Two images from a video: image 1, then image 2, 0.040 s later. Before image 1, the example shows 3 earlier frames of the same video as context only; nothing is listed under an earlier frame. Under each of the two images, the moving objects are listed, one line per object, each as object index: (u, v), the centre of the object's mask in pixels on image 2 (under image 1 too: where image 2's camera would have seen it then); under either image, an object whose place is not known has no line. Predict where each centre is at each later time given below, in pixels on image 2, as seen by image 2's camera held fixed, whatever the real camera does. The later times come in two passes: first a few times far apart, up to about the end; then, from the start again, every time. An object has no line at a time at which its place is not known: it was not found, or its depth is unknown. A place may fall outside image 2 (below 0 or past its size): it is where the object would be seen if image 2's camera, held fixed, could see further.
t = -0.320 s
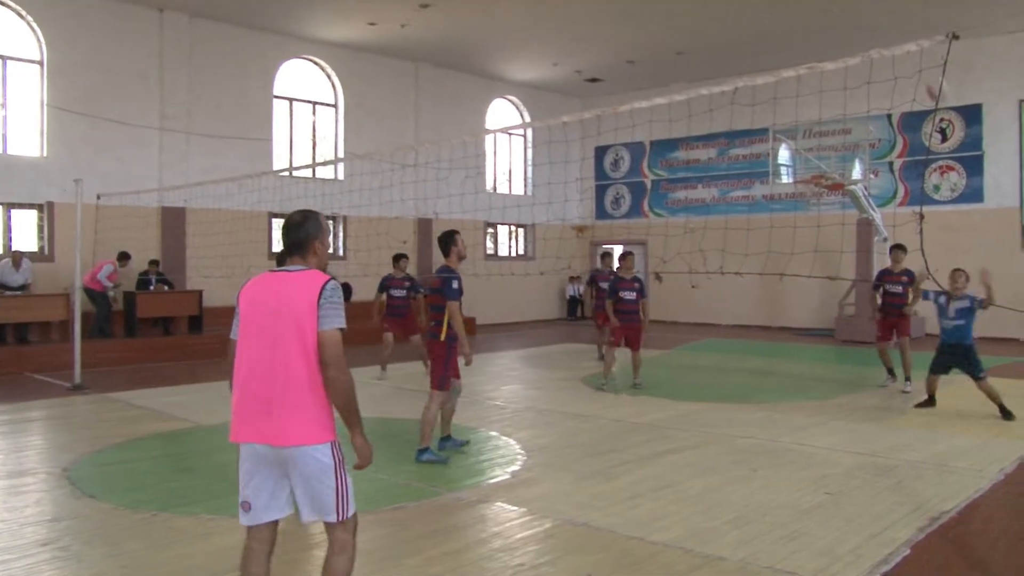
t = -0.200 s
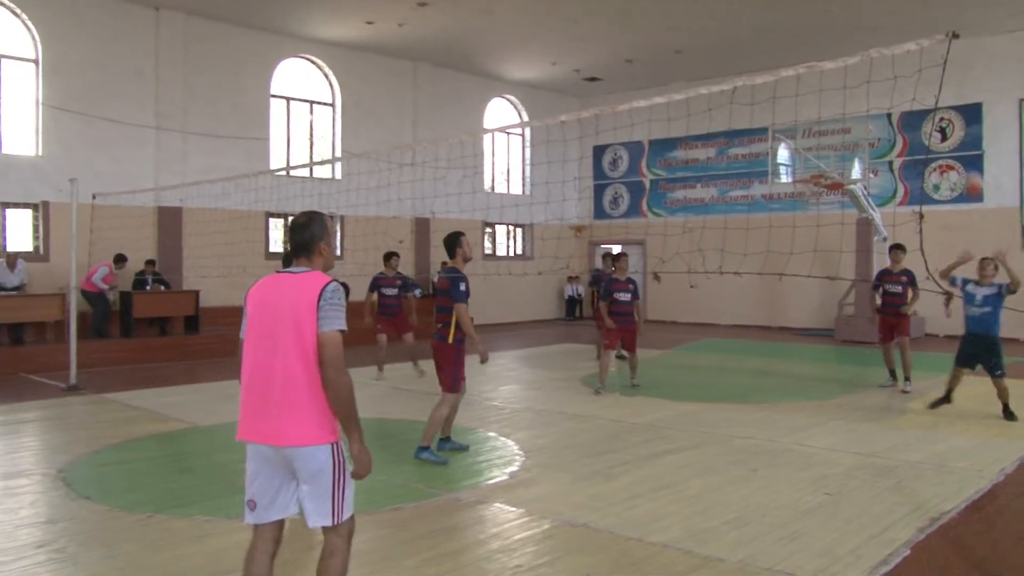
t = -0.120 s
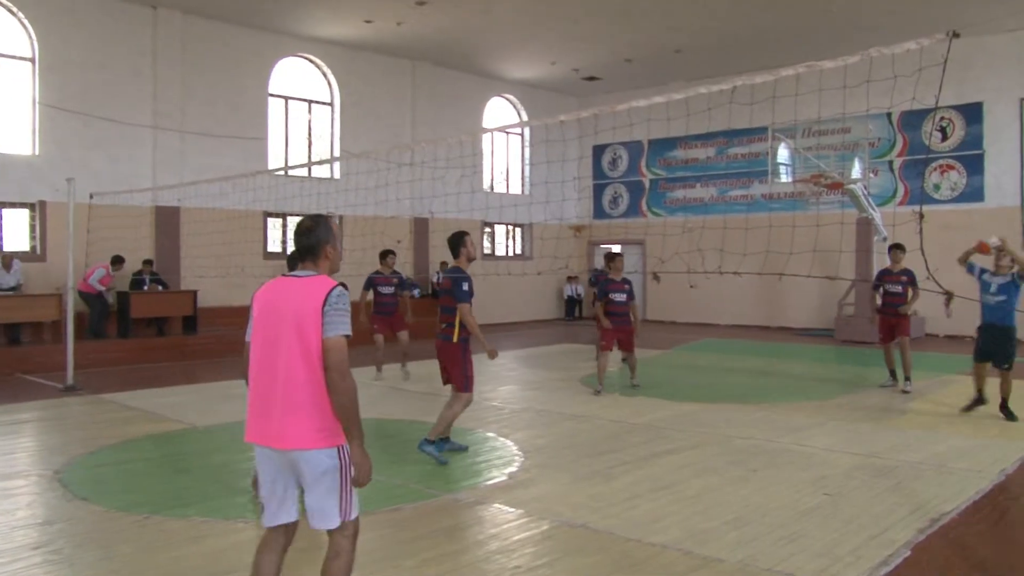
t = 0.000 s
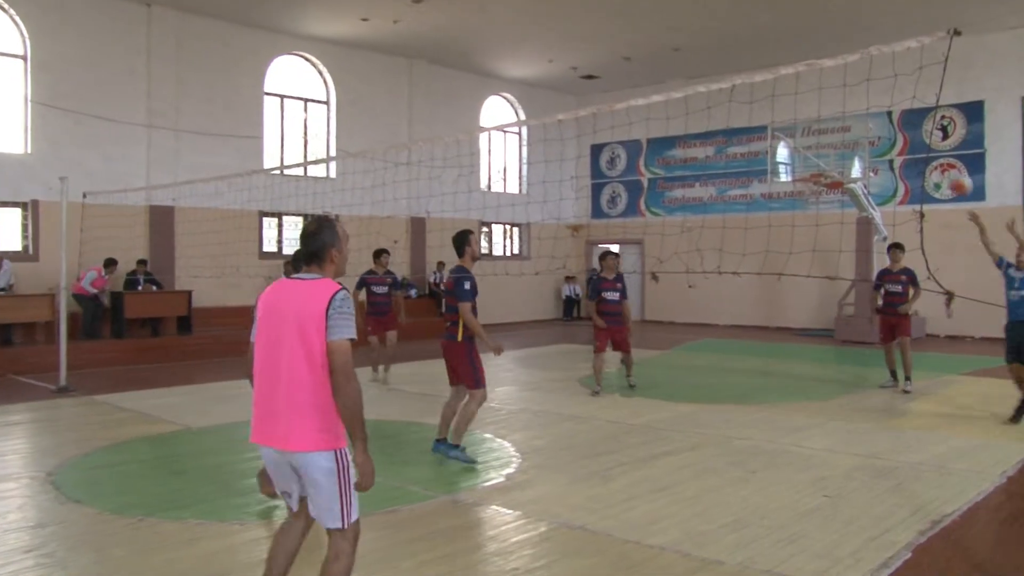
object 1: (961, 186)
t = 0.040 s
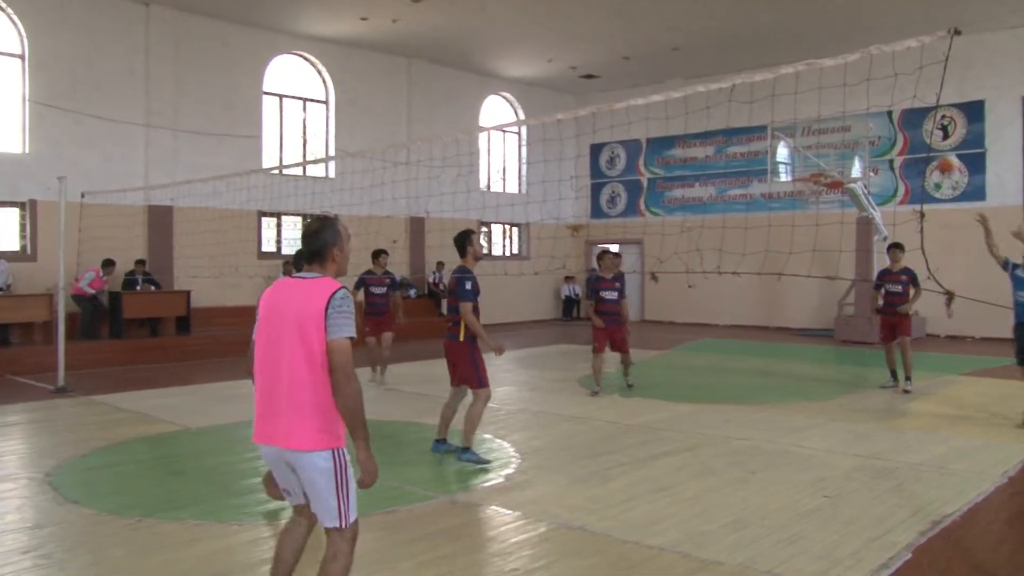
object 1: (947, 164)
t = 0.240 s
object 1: (878, 88)
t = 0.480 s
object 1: (794, 50)
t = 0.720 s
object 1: (710, 75)
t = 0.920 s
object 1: (637, 148)
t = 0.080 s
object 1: (934, 145)
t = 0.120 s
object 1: (920, 127)
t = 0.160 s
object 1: (907, 113)
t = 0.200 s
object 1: (891, 98)
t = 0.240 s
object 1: (878, 88)
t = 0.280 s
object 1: (864, 77)
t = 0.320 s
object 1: (850, 70)
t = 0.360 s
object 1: (834, 62)
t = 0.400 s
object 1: (822, 53)
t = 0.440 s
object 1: (807, 52)
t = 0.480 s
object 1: (794, 50)
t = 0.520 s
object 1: (780, 51)
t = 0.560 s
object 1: (766, 54)
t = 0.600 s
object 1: (753, 57)
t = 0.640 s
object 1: (739, 61)
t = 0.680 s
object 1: (725, 69)
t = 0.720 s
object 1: (710, 75)
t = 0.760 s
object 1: (692, 86)
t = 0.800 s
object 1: (680, 102)
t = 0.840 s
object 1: (665, 113)
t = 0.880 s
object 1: (652, 130)
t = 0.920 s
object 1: (637, 148)
